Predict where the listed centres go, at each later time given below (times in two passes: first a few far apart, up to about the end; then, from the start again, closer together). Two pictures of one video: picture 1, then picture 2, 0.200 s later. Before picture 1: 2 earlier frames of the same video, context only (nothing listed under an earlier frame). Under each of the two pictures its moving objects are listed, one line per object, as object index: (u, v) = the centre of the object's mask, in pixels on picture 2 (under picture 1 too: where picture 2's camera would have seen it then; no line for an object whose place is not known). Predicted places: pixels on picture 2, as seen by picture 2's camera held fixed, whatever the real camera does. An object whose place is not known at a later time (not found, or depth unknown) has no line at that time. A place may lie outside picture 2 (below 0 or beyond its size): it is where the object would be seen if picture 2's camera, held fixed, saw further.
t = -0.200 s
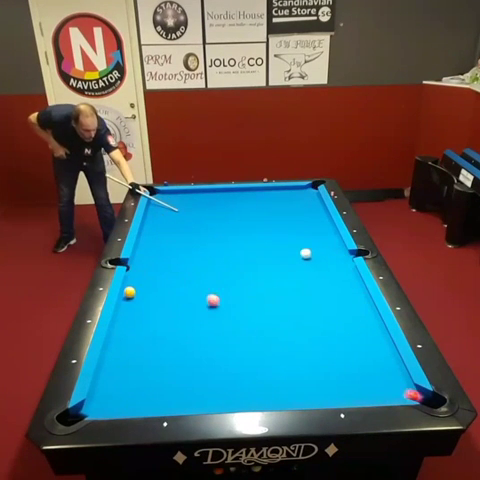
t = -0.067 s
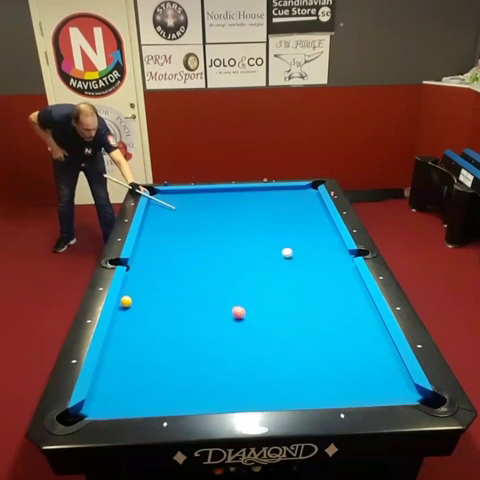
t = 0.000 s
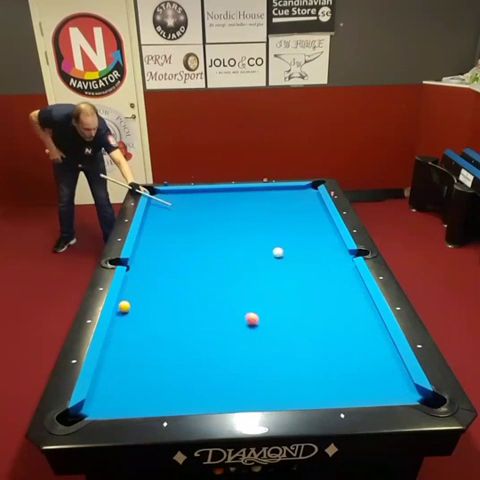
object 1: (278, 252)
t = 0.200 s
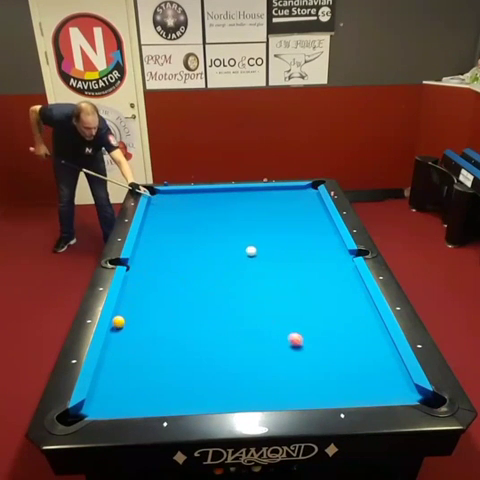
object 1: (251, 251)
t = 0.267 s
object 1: (242, 251)
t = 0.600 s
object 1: (200, 249)
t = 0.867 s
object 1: (167, 247)
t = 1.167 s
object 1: (141, 246)
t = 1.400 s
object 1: (156, 244)
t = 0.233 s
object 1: (246, 251)
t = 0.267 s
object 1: (242, 251)
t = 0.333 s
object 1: (233, 250)
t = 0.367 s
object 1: (229, 250)
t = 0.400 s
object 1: (225, 250)
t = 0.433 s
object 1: (220, 250)
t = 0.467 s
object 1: (216, 250)
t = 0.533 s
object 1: (208, 249)
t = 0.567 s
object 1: (204, 249)
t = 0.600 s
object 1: (200, 249)
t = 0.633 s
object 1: (195, 249)
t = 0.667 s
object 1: (191, 248)
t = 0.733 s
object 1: (183, 248)
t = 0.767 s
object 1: (179, 248)
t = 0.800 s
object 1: (175, 248)
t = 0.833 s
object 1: (171, 248)
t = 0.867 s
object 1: (167, 247)
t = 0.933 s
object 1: (159, 247)
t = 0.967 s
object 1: (155, 247)
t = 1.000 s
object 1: (151, 247)
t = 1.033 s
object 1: (148, 247)
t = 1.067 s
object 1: (144, 246)
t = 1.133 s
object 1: (138, 246)
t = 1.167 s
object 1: (141, 246)
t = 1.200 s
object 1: (144, 246)
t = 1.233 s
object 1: (146, 245)
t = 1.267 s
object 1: (148, 245)
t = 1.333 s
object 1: (152, 245)
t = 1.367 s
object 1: (154, 244)
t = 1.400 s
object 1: (156, 244)
